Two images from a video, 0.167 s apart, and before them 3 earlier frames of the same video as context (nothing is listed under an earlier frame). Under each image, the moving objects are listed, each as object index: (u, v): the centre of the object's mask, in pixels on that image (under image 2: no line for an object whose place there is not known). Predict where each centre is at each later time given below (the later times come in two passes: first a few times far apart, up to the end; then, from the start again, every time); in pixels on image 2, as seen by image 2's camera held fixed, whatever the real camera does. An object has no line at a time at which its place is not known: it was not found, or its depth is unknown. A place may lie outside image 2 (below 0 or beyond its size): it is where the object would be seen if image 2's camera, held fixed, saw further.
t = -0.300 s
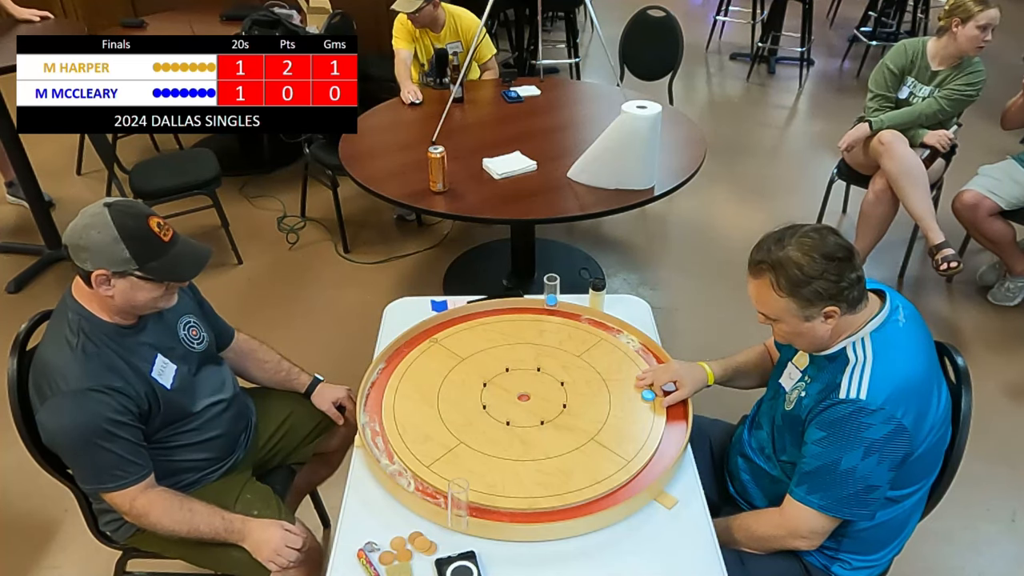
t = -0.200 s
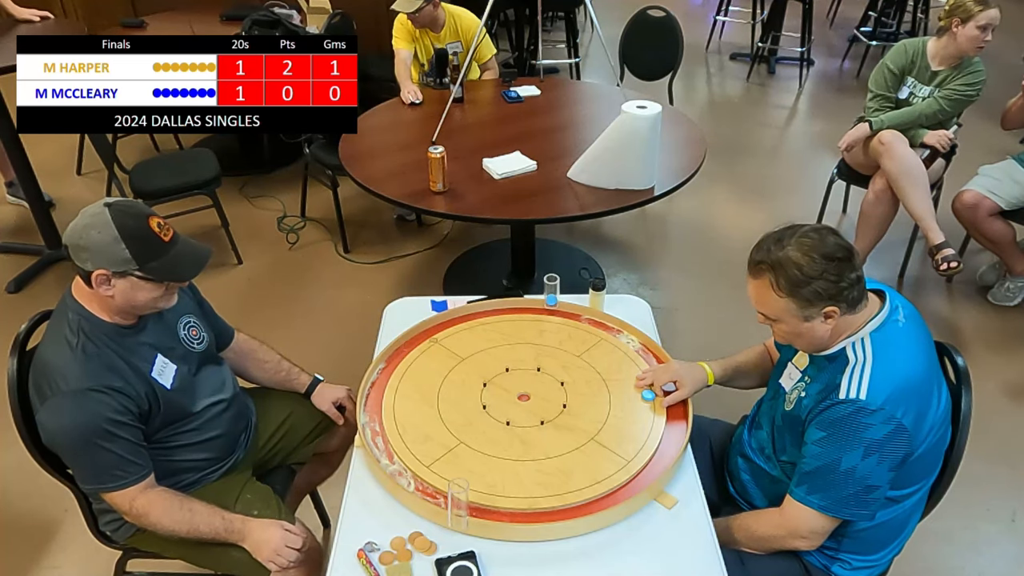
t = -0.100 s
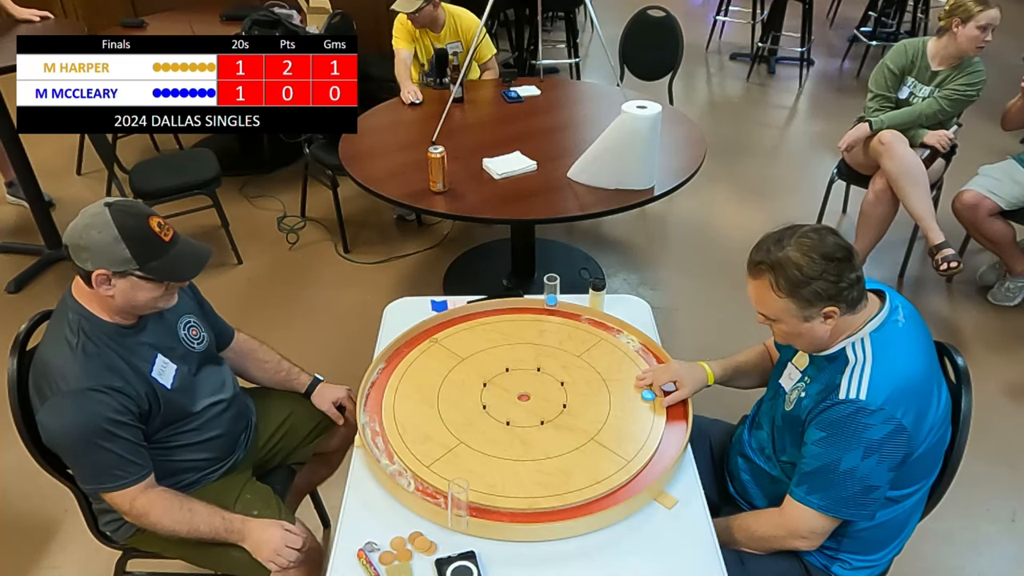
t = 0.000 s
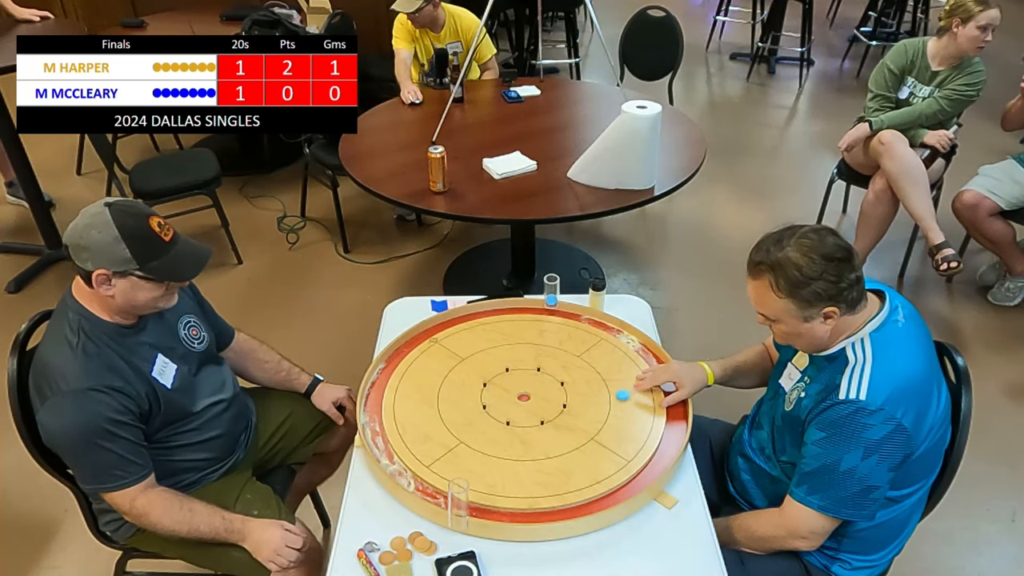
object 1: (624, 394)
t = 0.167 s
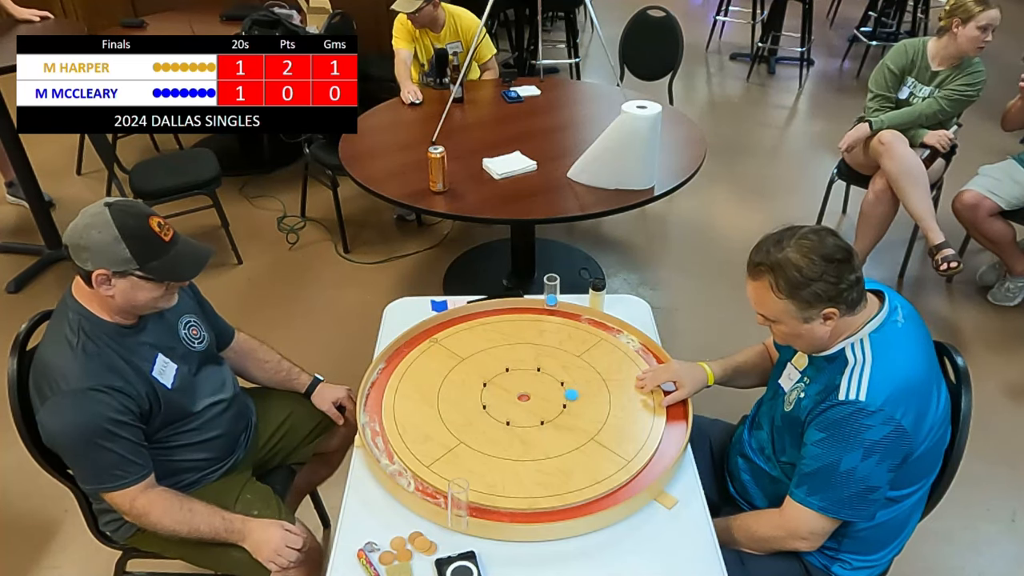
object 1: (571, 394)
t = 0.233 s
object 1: (553, 394)
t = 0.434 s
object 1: (526, 393)
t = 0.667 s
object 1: (524, 396)
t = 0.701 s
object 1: (524, 396)
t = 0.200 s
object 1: (562, 394)
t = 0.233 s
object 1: (553, 394)
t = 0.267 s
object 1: (544, 394)
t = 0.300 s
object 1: (535, 394)
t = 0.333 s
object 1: (527, 394)
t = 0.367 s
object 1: (523, 395)
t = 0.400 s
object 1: (525, 394)
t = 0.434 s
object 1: (526, 393)
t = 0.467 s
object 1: (526, 393)
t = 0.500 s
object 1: (526, 393)
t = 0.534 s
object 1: (526, 393)
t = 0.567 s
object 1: (525, 394)
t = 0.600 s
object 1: (524, 395)
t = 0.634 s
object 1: (524, 396)
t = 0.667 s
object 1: (524, 396)
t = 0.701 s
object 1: (524, 396)
